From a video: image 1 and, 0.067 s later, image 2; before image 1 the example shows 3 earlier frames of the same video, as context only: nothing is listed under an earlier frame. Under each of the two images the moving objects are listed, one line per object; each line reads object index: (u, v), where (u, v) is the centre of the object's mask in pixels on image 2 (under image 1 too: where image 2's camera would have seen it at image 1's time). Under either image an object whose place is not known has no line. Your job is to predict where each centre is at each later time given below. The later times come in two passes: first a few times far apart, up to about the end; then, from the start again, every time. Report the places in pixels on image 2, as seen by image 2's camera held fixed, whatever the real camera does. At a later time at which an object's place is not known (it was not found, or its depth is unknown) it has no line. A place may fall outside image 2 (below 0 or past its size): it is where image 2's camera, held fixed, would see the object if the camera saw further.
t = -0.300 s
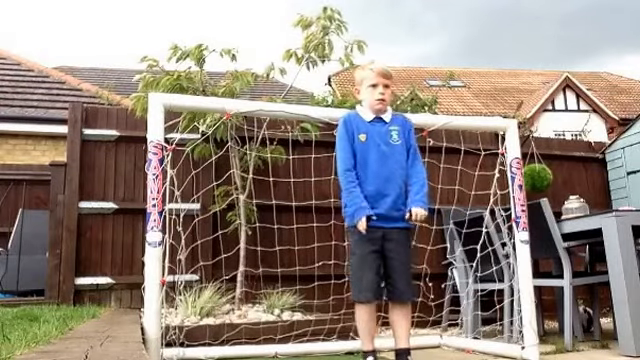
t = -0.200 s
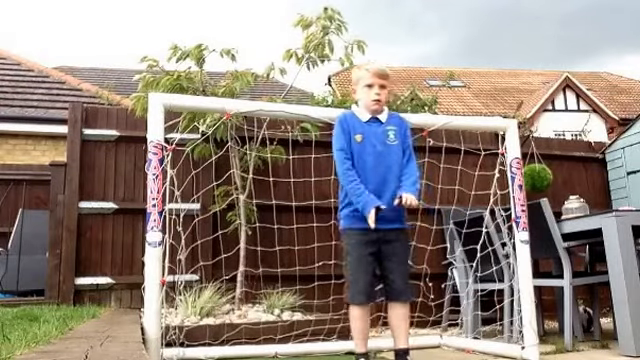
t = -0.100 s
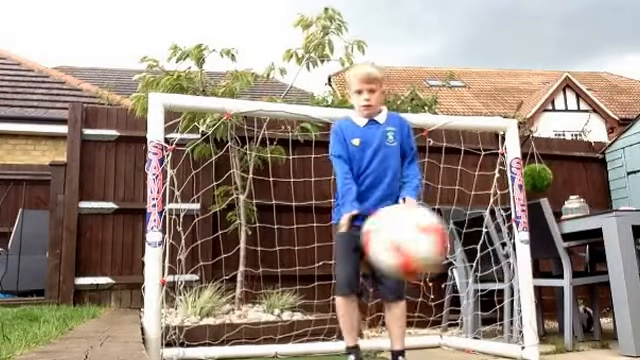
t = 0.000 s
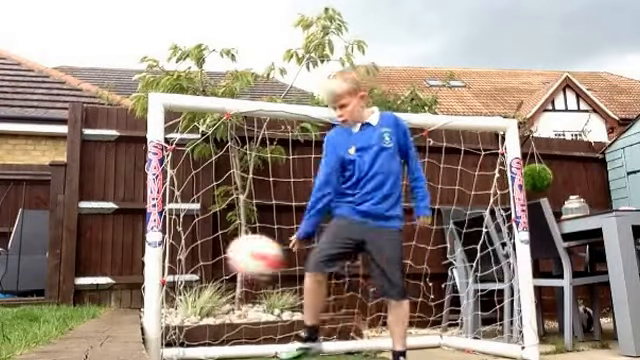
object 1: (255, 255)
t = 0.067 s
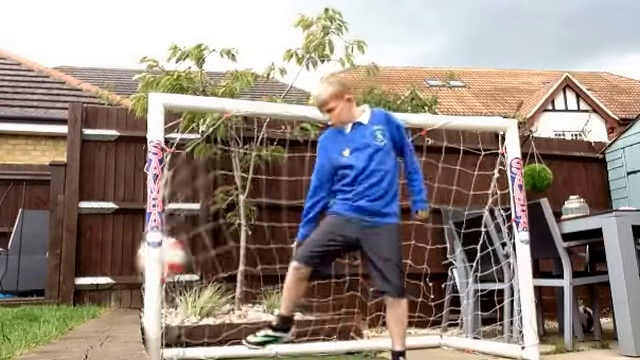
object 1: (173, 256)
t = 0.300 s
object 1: (165, 278)
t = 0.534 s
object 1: (210, 298)
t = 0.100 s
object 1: (128, 262)
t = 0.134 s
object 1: (124, 267)
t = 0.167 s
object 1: (123, 275)
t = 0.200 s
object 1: (129, 283)
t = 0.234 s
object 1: (131, 296)
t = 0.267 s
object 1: (134, 291)
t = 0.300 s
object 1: (165, 278)
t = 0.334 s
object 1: (168, 274)
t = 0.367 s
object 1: (173, 276)
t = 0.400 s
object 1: (178, 276)
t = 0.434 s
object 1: (186, 278)
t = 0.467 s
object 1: (194, 282)
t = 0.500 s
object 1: (203, 289)
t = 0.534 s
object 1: (210, 298)
